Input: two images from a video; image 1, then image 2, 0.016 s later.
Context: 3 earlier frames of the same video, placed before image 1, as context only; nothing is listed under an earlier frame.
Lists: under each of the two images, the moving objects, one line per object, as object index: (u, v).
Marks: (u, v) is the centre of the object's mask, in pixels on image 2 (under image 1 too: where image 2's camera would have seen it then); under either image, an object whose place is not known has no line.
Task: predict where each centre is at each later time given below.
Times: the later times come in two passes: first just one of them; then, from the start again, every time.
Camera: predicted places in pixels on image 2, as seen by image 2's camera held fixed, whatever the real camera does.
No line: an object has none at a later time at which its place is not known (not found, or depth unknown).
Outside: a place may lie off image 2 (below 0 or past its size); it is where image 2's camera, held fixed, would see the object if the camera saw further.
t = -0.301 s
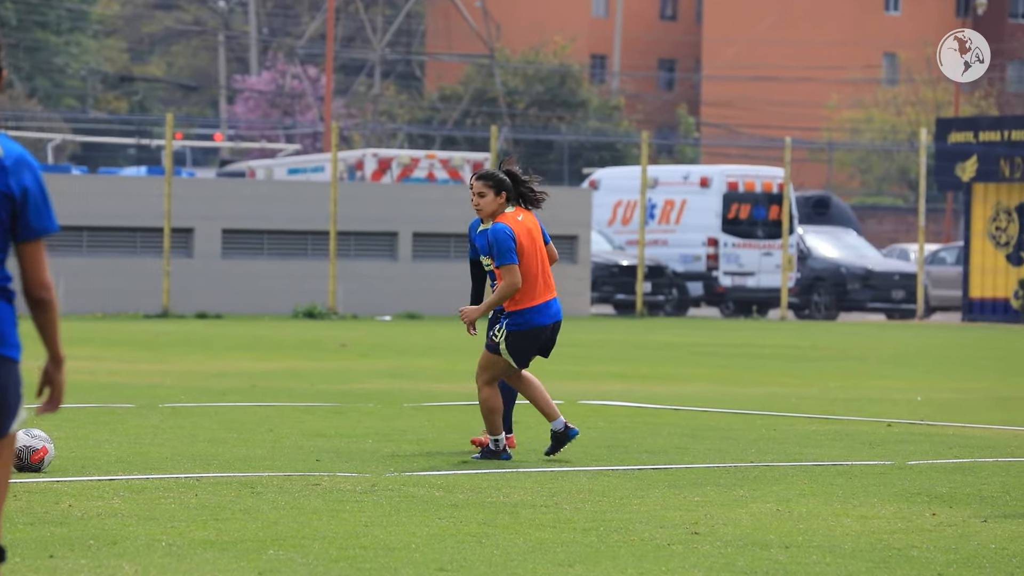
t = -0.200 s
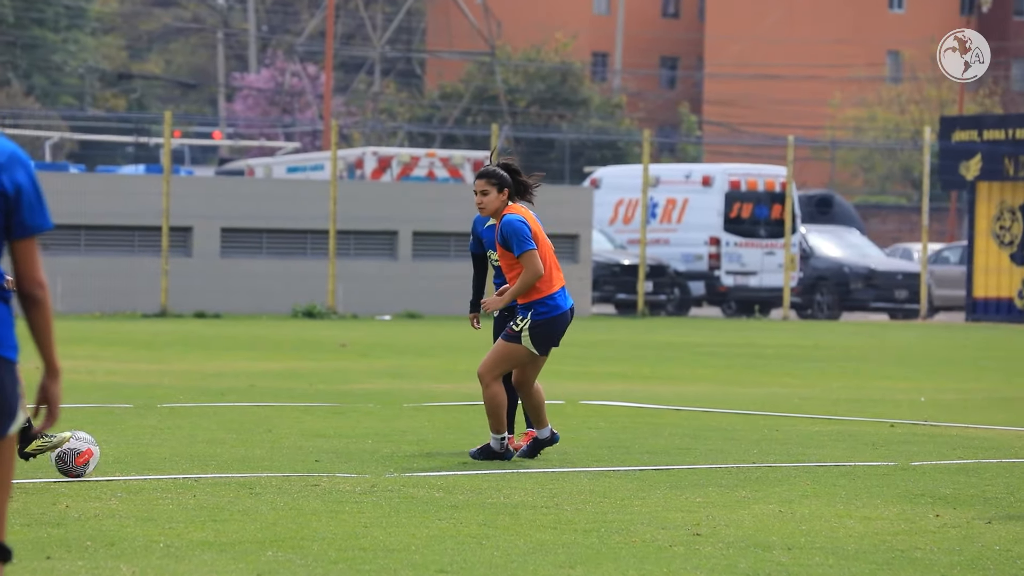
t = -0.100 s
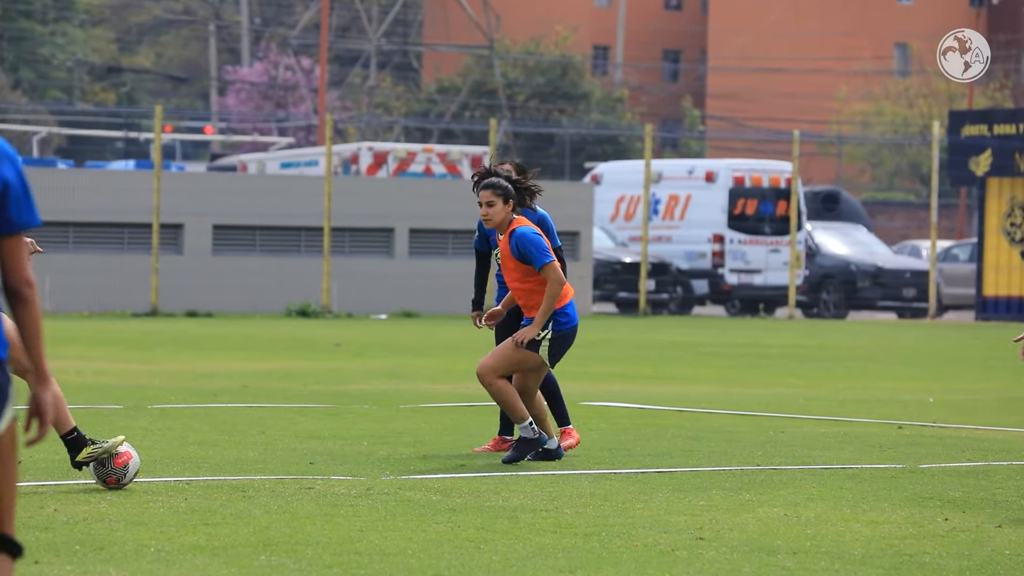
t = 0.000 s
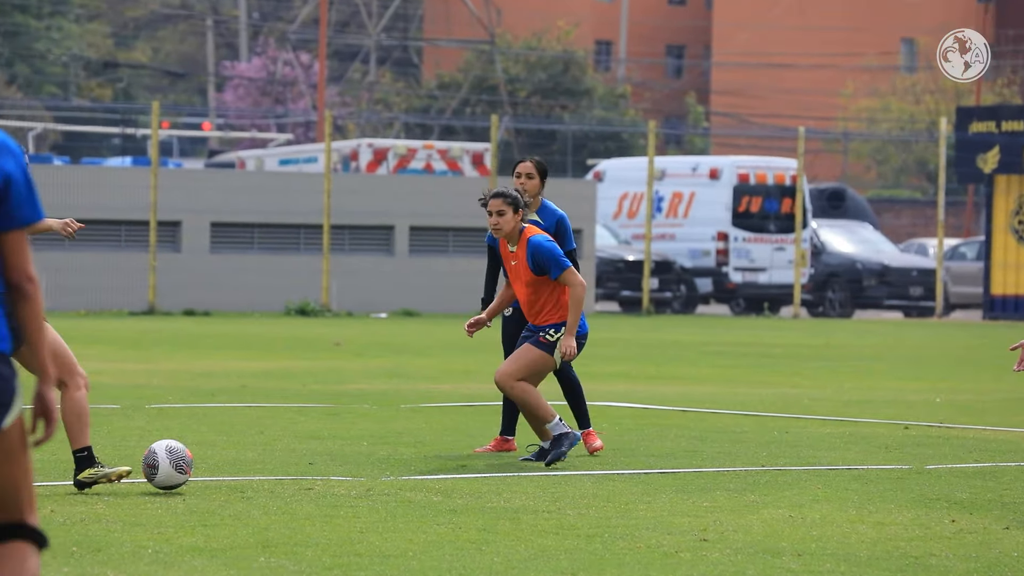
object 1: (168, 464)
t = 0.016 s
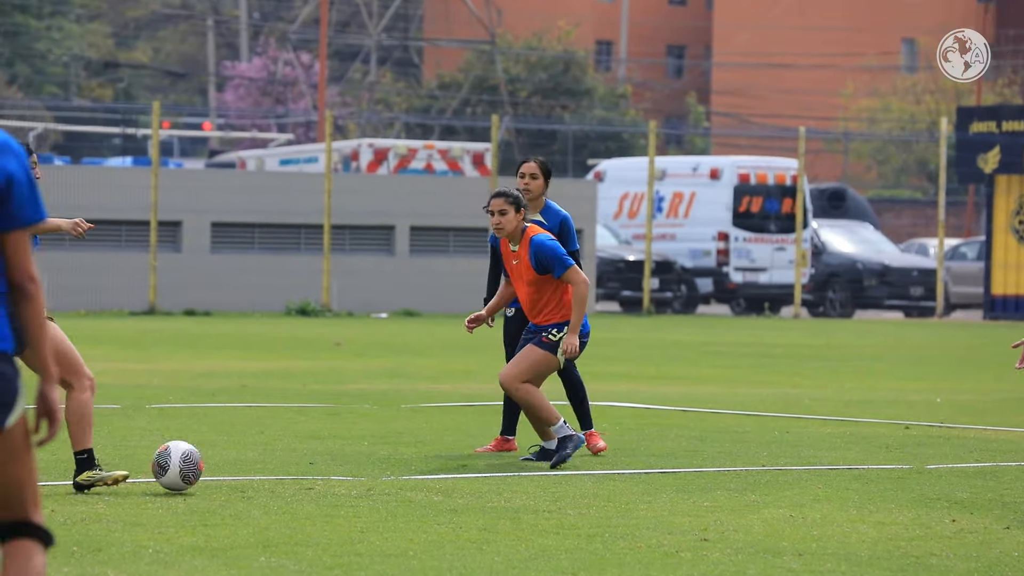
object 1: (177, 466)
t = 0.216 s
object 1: (287, 479)
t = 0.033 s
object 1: (186, 468)
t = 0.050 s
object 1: (195, 470)
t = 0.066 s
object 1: (204, 472)
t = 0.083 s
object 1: (214, 472)
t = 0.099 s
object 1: (223, 471)
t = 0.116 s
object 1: (232, 471)
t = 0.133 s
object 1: (242, 471)
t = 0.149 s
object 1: (250, 472)
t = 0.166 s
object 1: (260, 473)
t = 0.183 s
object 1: (269, 476)
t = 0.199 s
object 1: (278, 478)
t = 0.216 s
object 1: (287, 479)
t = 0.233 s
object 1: (297, 478)
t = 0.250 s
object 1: (306, 477)
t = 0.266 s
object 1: (315, 477)
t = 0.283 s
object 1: (324, 477)
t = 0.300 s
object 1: (334, 478)
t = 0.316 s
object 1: (343, 480)
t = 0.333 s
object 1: (352, 482)
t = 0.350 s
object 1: (362, 483)
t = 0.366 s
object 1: (371, 482)
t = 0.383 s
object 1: (380, 483)
